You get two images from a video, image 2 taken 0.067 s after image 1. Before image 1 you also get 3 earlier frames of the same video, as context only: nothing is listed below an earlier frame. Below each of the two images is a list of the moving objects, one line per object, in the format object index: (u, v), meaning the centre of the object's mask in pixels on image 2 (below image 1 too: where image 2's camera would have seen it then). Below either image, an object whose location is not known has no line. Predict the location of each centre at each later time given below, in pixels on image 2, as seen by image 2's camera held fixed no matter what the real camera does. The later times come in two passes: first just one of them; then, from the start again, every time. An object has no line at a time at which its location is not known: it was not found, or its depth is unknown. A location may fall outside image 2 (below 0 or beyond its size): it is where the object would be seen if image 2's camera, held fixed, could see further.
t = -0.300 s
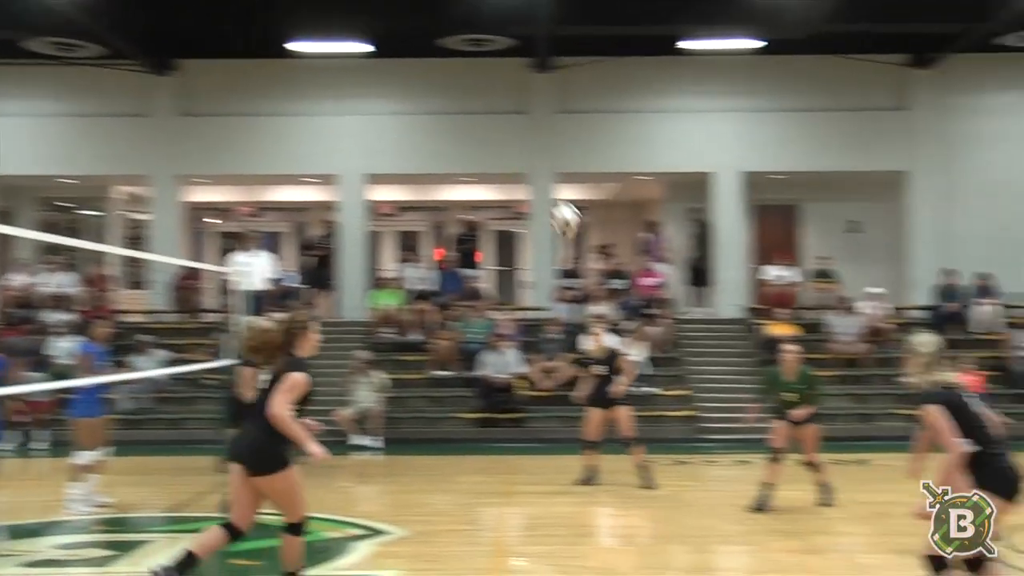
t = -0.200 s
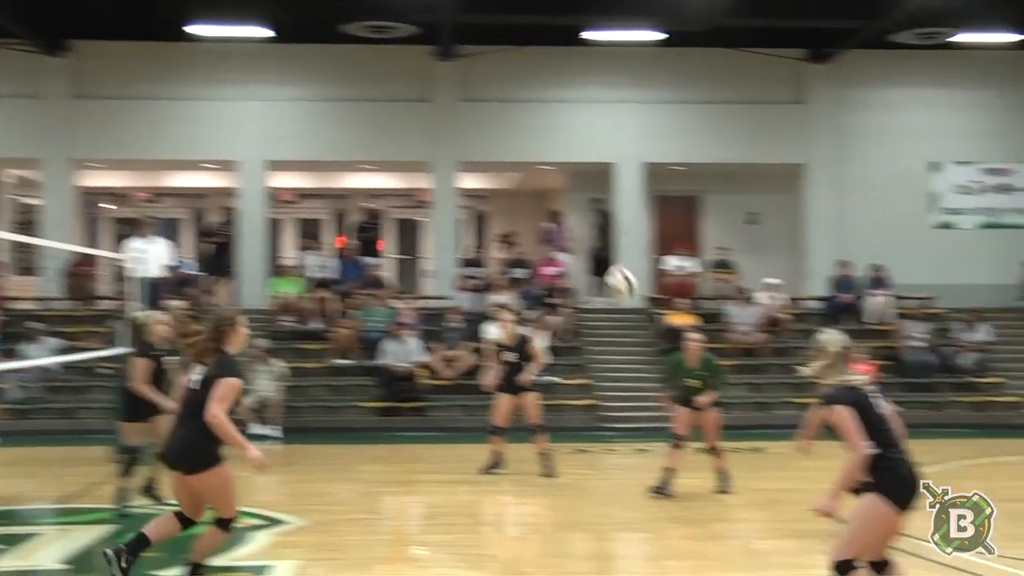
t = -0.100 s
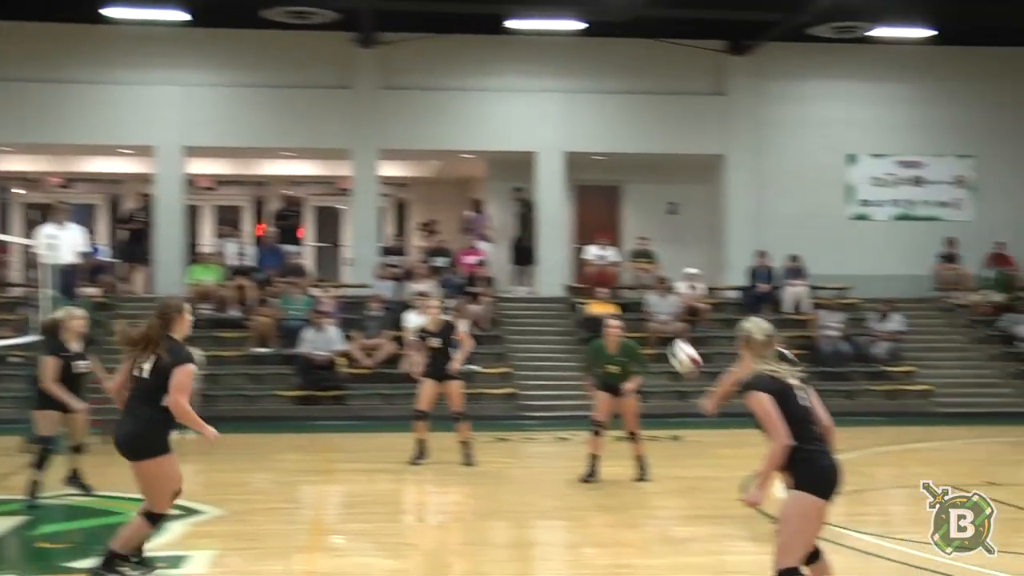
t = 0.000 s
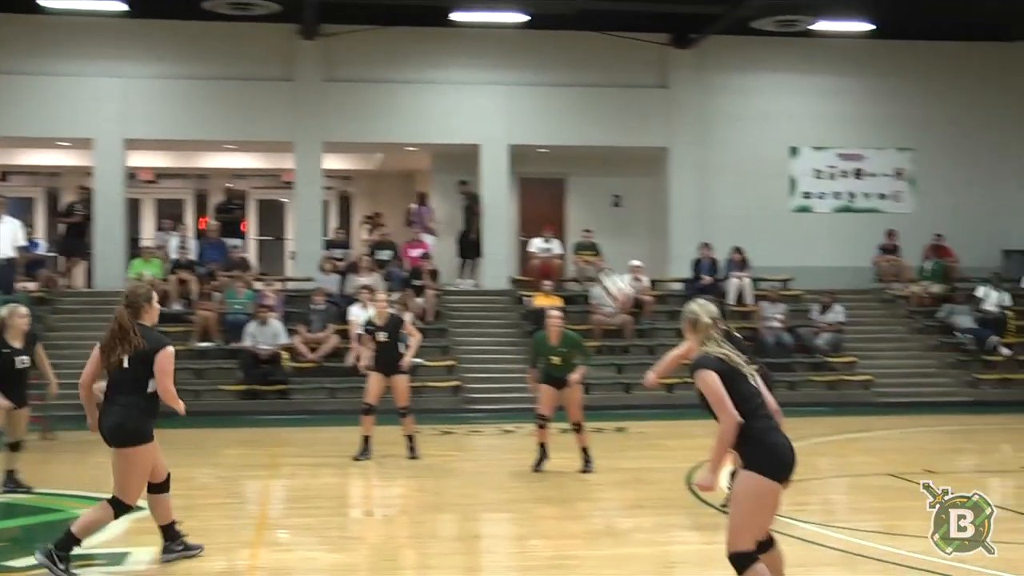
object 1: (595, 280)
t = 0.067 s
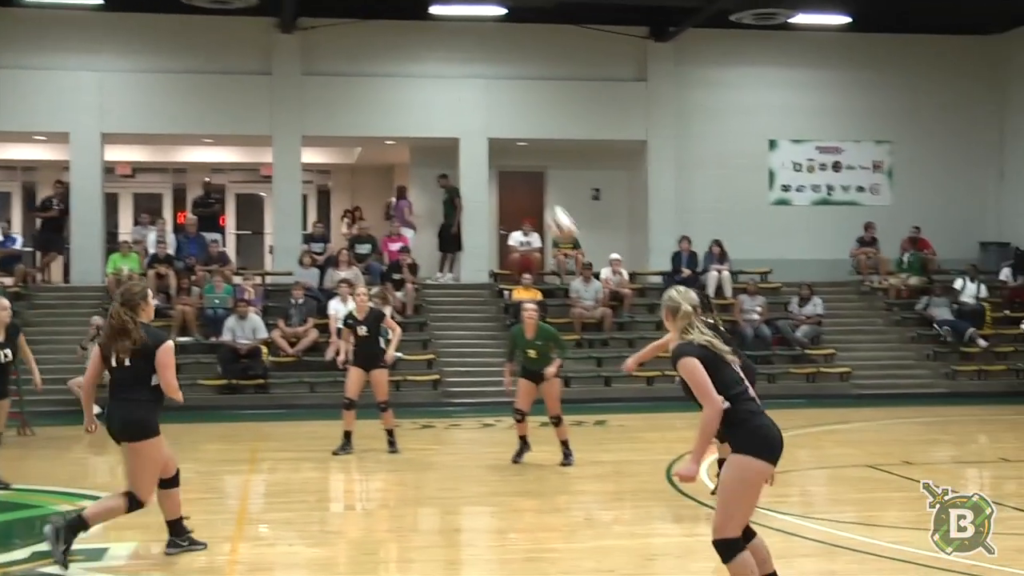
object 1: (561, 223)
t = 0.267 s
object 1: (462, 92)
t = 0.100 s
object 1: (543, 198)
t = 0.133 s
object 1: (528, 174)
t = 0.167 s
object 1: (512, 151)
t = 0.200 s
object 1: (494, 130)
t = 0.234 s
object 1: (478, 109)
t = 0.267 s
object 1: (462, 92)
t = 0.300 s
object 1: (446, 76)
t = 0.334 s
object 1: (430, 61)
